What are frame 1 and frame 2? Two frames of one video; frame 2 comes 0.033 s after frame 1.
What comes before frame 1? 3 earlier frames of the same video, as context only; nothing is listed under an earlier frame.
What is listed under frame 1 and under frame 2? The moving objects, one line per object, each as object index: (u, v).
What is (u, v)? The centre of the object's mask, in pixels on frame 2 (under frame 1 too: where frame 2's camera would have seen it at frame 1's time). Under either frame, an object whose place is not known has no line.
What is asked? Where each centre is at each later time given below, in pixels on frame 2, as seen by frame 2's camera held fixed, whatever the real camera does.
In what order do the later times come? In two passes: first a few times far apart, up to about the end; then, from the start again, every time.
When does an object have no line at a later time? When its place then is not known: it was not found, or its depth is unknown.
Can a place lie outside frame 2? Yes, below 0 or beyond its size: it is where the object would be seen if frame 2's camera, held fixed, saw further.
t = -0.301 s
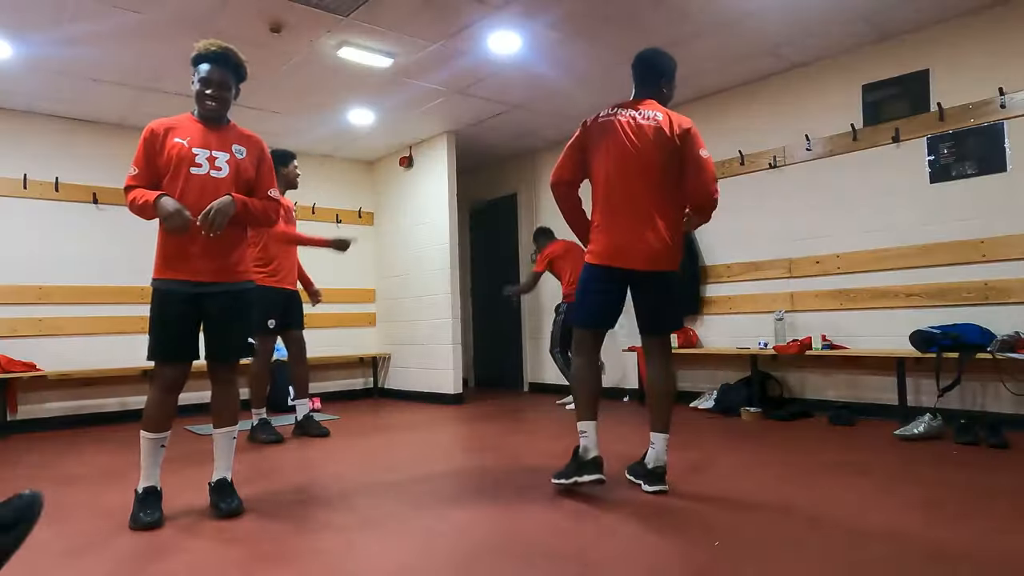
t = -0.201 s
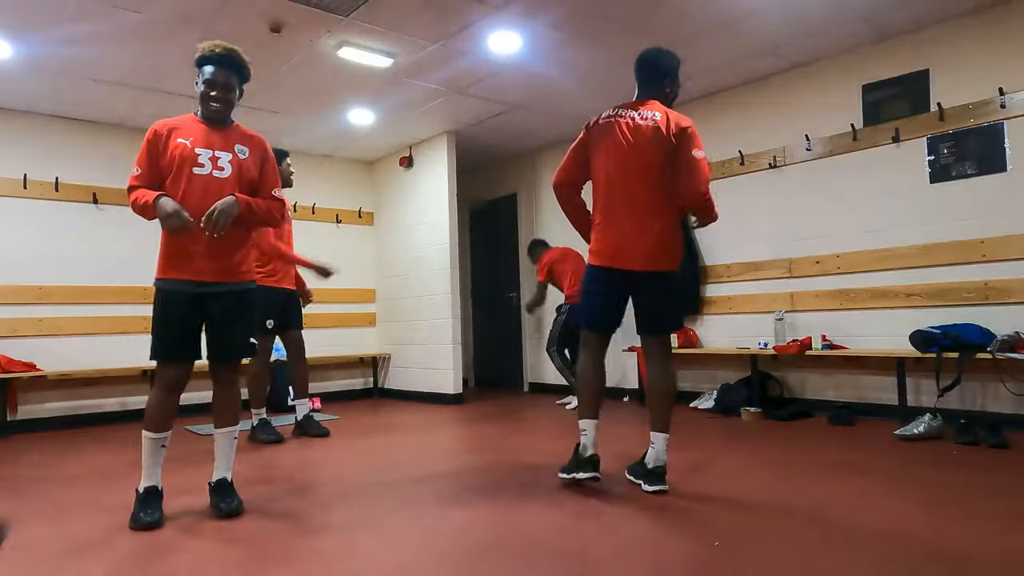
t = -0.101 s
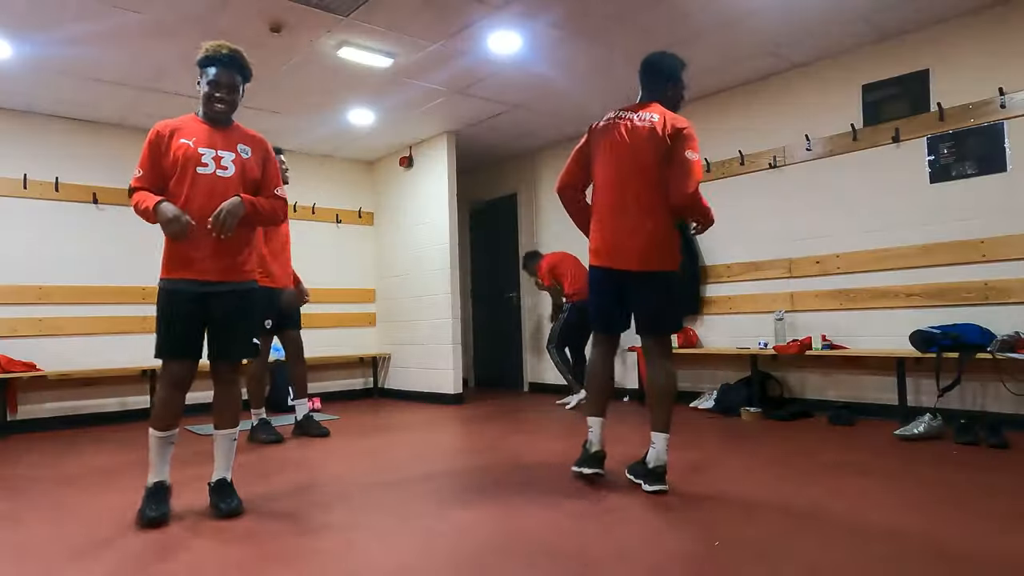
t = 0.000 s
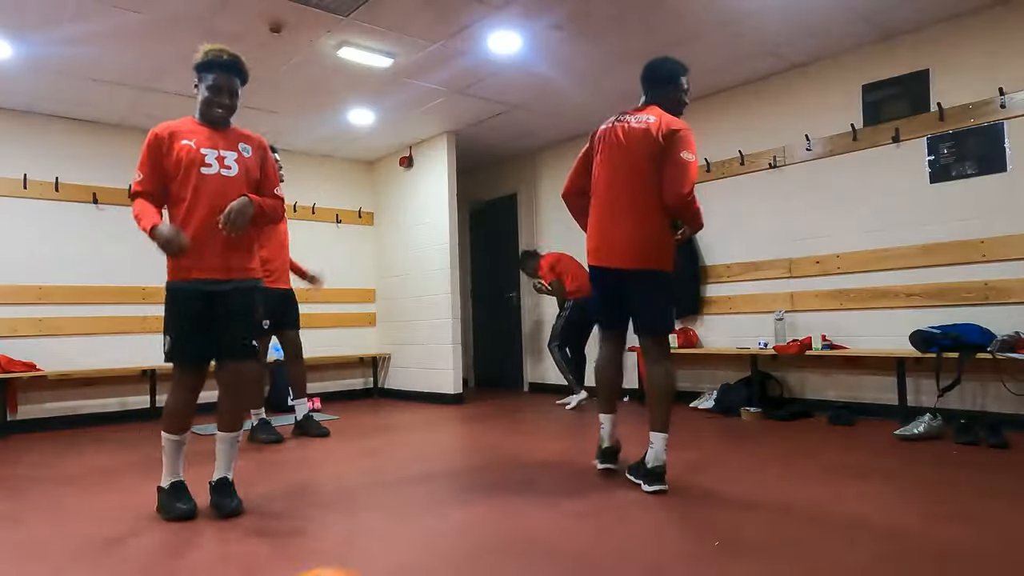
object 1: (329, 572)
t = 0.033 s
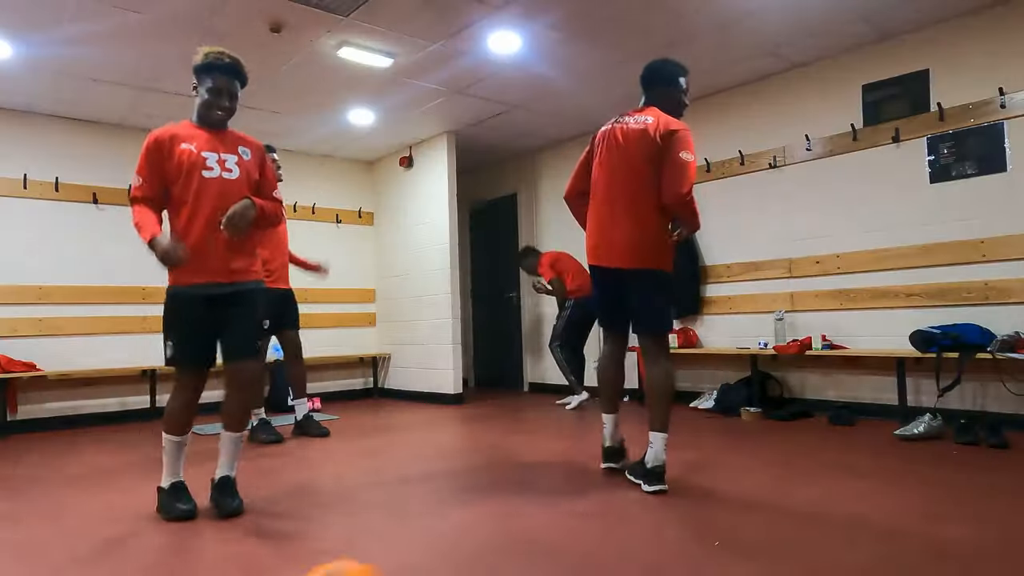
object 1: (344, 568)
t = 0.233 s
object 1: (441, 551)
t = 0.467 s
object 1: (521, 527)
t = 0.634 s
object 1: (566, 505)
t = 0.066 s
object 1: (361, 565)
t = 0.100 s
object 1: (378, 562)
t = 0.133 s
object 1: (395, 560)
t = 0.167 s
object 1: (411, 556)
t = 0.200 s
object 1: (426, 554)
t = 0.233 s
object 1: (441, 551)
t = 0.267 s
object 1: (454, 548)
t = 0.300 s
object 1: (466, 545)
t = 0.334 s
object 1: (479, 542)
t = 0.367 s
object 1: (489, 539)
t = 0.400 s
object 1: (500, 536)
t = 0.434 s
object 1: (511, 531)
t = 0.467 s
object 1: (521, 527)
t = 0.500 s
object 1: (530, 522)
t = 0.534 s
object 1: (539, 517)
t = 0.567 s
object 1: (548, 513)
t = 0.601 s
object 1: (557, 509)
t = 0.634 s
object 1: (566, 505)
